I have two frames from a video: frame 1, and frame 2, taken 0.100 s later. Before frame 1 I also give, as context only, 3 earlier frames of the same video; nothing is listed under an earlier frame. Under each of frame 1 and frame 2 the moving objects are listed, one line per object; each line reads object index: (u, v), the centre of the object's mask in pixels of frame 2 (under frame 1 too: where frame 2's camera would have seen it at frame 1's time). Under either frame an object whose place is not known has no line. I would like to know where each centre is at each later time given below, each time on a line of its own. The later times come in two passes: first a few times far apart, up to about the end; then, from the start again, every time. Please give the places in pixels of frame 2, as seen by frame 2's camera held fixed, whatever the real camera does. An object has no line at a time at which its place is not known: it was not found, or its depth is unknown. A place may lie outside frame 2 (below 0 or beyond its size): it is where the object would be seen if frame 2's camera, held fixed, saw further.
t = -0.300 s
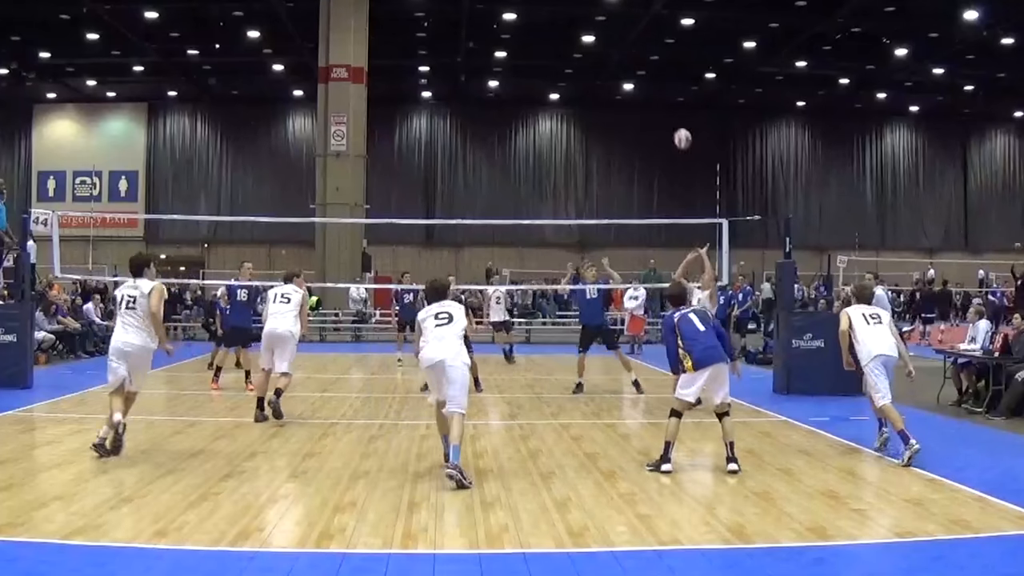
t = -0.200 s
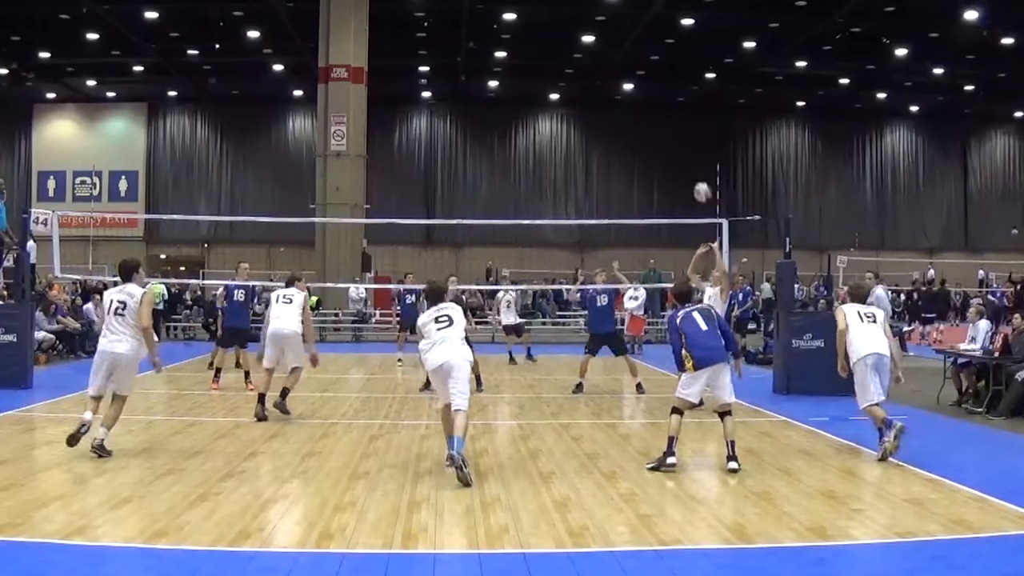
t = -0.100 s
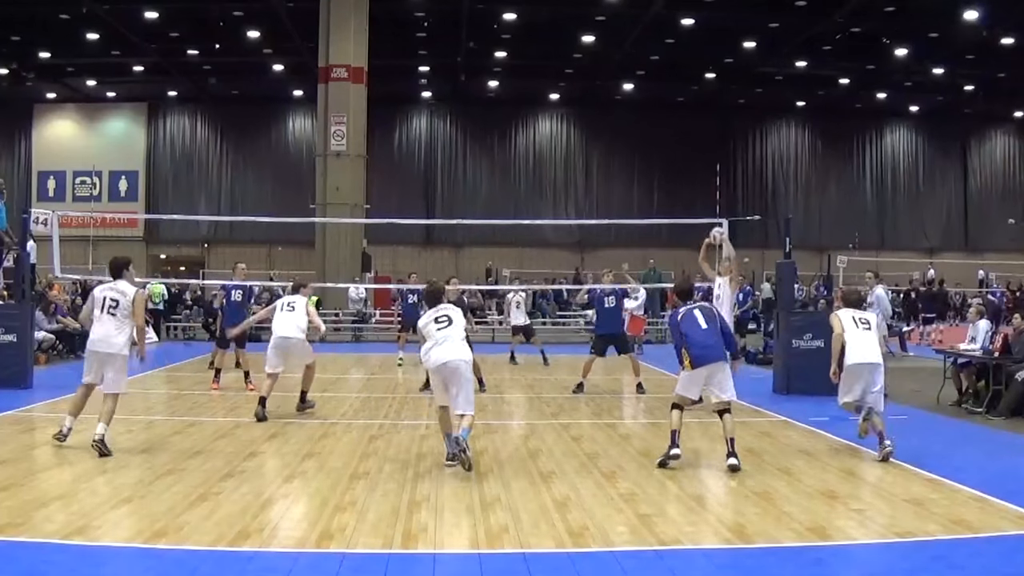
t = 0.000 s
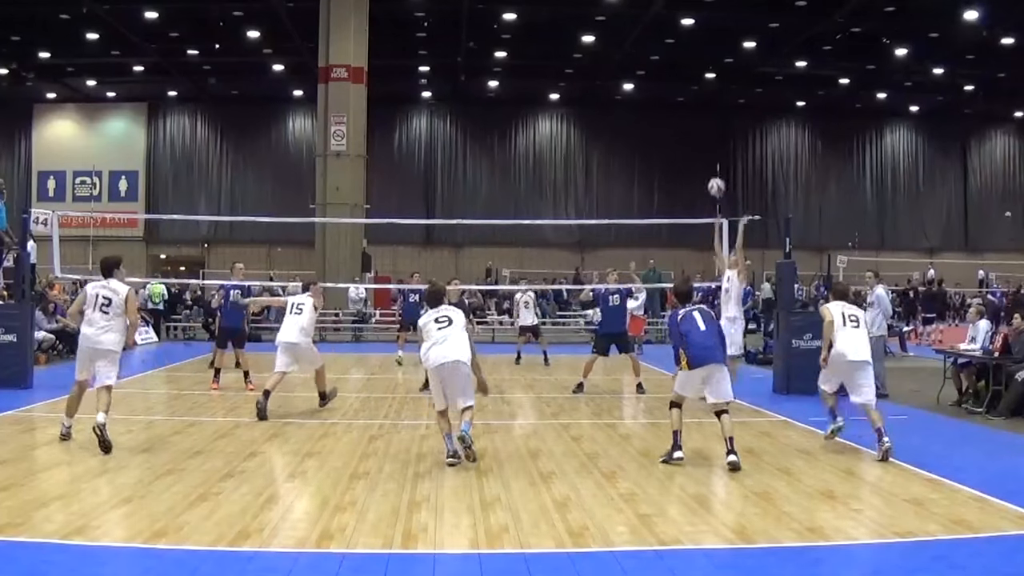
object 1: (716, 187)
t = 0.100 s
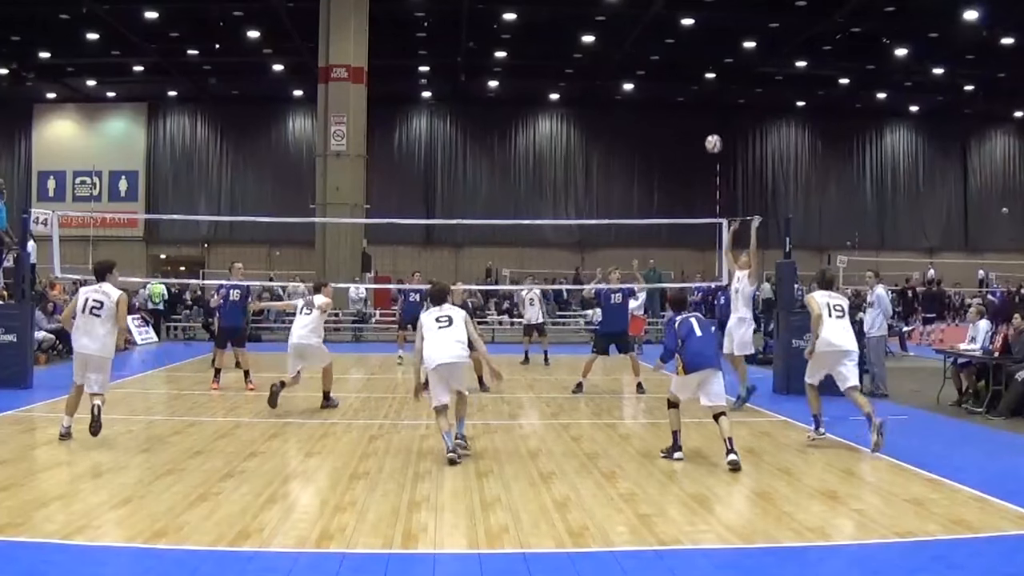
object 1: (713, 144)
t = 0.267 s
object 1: (709, 91)
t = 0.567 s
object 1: (702, 52)
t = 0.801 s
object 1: (697, 67)
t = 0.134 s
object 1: (712, 131)
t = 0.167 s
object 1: (712, 120)
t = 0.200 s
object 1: (711, 109)
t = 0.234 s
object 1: (710, 99)
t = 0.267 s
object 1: (709, 91)
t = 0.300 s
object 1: (708, 83)
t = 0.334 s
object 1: (707, 76)
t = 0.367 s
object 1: (706, 70)
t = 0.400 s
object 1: (706, 65)
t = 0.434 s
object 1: (705, 61)
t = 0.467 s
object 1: (704, 57)
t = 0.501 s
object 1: (703, 54)
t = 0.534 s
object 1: (702, 52)
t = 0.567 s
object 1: (702, 52)
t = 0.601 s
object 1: (701, 51)
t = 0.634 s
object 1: (700, 52)
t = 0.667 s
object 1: (700, 53)
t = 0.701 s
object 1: (699, 56)
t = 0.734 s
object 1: (698, 59)
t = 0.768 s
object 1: (697, 62)
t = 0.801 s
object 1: (697, 67)
